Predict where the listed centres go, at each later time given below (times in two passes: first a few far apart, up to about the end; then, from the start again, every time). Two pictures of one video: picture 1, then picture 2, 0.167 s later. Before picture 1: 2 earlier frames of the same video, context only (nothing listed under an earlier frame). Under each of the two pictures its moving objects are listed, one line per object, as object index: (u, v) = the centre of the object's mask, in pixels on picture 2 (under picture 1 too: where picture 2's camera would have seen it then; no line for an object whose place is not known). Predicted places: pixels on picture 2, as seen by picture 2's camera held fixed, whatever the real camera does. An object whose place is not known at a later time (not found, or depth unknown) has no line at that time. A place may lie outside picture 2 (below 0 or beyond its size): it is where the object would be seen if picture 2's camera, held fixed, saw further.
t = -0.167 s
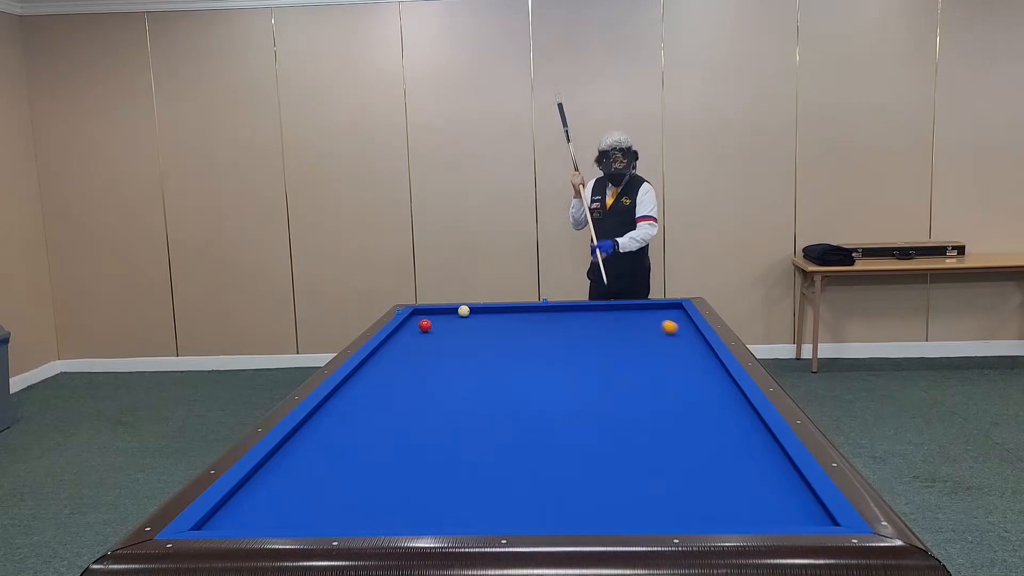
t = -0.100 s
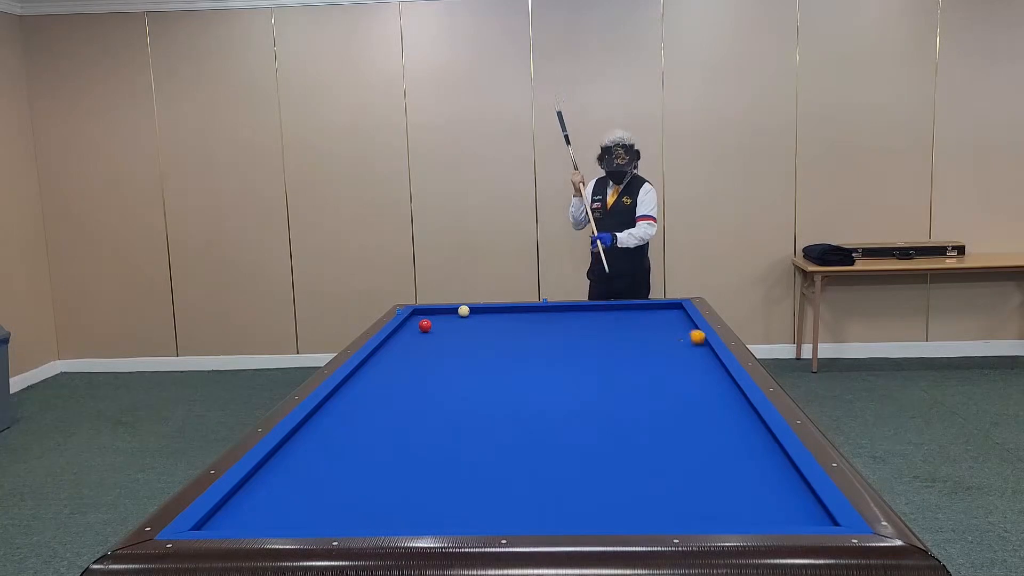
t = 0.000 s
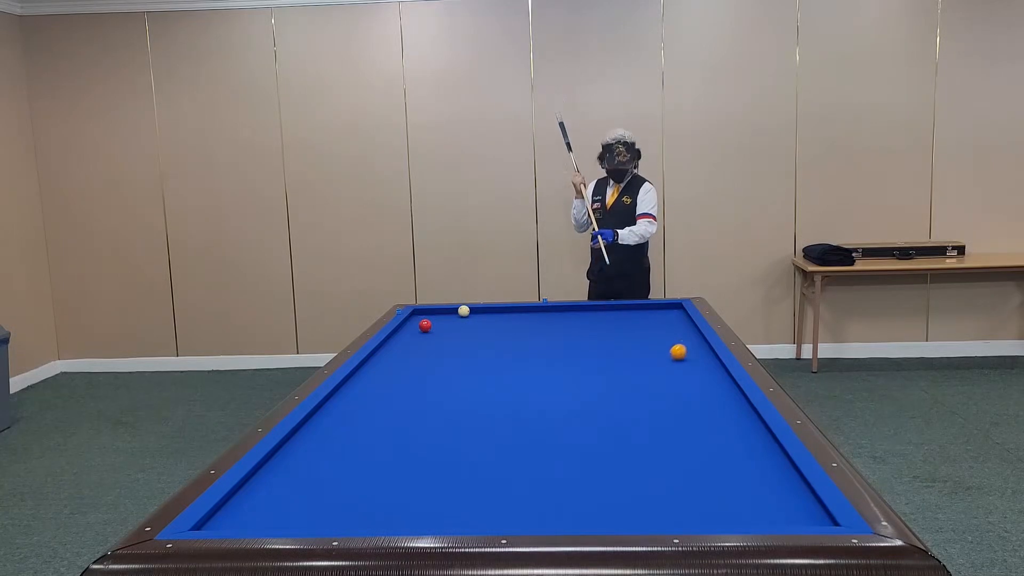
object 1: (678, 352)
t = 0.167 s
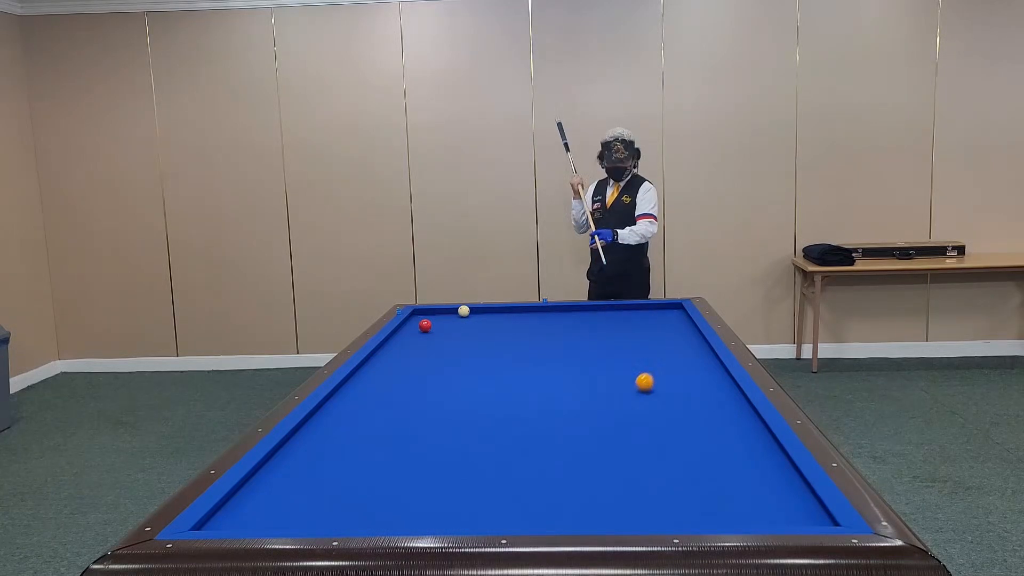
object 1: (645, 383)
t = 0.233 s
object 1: (632, 397)
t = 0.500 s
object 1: (580, 480)
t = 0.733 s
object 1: (529, 477)
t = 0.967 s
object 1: (501, 423)
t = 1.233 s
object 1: (474, 388)
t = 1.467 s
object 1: (456, 366)
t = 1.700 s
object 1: (441, 349)
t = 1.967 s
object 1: (426, 332)
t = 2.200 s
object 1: (414, 328)
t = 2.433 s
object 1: (406, 325)
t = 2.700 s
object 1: (418, 321)
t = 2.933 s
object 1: (428, 318)
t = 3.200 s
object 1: (438, 315)
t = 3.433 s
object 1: (446, 313)
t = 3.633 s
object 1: (452, 311)
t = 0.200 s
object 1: (638, 390)
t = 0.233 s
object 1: (632, 397)
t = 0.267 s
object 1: (626, 405)
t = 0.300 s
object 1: (620, 414)
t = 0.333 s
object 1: (614, 423)
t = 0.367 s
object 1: (608, 433)
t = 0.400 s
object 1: (601, 444)
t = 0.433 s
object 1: (595, 455)
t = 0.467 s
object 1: (587, 468)
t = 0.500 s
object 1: (580, 480)
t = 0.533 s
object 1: (571, 495)
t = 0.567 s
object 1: (561, 511)
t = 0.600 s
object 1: (551, 520)
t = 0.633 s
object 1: (545, 512)
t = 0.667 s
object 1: (540, 499)
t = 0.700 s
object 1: (534, 487)
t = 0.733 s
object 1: (529, 477)
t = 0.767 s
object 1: (525, 467)
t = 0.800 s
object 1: (520, 458)
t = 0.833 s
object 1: (516, 450)
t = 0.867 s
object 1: (512, 443)
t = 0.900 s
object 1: (508, 435)
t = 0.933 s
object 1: (504, 429)
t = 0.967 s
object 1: (501, 423)
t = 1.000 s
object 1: (497, 418)
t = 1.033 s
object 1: (494, 412)
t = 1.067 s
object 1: (490, 408)
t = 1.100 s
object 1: (487, 403)
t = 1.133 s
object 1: (484, 399)
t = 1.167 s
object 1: (480, 395)
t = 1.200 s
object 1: (477, 392)
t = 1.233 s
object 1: (474, 388)
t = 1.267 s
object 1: (471, 385)
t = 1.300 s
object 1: (469, 381)
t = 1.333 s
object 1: (466, 378)
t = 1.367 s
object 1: (463, 375)
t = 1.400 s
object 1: (461, 372)
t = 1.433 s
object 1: (458, 369)
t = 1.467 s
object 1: (456, 366)
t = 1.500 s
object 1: (453, 364)
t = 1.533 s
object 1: (451, 361)
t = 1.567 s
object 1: (449, 358)
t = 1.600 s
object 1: (447, 356)
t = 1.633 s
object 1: (445, 353)
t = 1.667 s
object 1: (443, 351)
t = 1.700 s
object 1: (441, 349)
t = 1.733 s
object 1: (439, 346)
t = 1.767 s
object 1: (437, 344)
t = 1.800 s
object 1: (435, 342)
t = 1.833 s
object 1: (433, 339)
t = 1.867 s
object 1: (431, 337)
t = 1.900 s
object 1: (430, 335)
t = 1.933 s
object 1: (428, 334)
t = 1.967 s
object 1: (426, 332)
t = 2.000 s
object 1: (425, 330)
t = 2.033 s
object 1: (423, 328)
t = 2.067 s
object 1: (421, 328)
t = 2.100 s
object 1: (419, 328)
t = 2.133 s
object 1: (417, 328)
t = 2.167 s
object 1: (416, 328)
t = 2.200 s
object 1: (414, 328)
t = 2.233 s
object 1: (412, 327)
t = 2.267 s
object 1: (410, 327)
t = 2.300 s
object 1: (408, 326)
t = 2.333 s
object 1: (407, 326)
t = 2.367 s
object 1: (405, 326)
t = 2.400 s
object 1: (405, 325)
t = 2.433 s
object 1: (406, 325)
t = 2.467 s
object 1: (408, 324)
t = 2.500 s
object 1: (409, 324)
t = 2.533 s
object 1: (411, 324)
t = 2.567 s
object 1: (412, 323)
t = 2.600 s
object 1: (414, 323)
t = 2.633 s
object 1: (415, 322)
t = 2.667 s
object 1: (416, 322)
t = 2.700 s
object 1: (418, 321)
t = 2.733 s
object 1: (420, 321)
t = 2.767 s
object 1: (421, 320)
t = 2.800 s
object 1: (423, 320)
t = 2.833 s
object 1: (424, 319)
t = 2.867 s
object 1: (425, 319)
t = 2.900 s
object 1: (426, 319)
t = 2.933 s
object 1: (428, 318)
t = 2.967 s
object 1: (429, 318)
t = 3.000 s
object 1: (430, 318)
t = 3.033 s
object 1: (432, 317)
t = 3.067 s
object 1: (433, 317)
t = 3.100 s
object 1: (434, 317)
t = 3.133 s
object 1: (436, 316)
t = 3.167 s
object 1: (437, 316)
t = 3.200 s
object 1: (438, 315)
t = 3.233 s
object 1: (439, 315)
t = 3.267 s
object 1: (441, 315)
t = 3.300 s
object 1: (442, 315)
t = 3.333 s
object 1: (443, 314)
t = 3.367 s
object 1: (444, 314)
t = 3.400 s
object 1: (445, 314)
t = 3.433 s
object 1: (446, 313)
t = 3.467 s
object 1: (448, 313)
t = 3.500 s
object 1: (449, 313)
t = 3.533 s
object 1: (450, 312)
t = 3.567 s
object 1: (451, 312)
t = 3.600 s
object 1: (452, 311)
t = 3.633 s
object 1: (452, 311)
